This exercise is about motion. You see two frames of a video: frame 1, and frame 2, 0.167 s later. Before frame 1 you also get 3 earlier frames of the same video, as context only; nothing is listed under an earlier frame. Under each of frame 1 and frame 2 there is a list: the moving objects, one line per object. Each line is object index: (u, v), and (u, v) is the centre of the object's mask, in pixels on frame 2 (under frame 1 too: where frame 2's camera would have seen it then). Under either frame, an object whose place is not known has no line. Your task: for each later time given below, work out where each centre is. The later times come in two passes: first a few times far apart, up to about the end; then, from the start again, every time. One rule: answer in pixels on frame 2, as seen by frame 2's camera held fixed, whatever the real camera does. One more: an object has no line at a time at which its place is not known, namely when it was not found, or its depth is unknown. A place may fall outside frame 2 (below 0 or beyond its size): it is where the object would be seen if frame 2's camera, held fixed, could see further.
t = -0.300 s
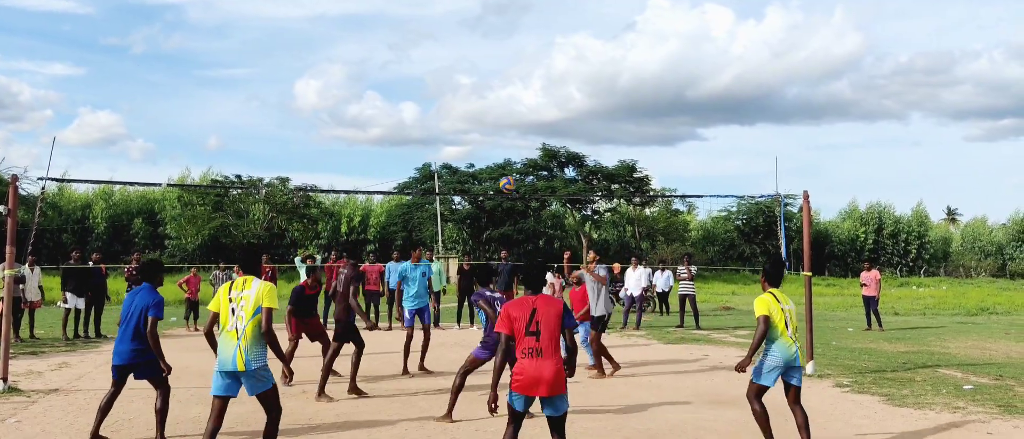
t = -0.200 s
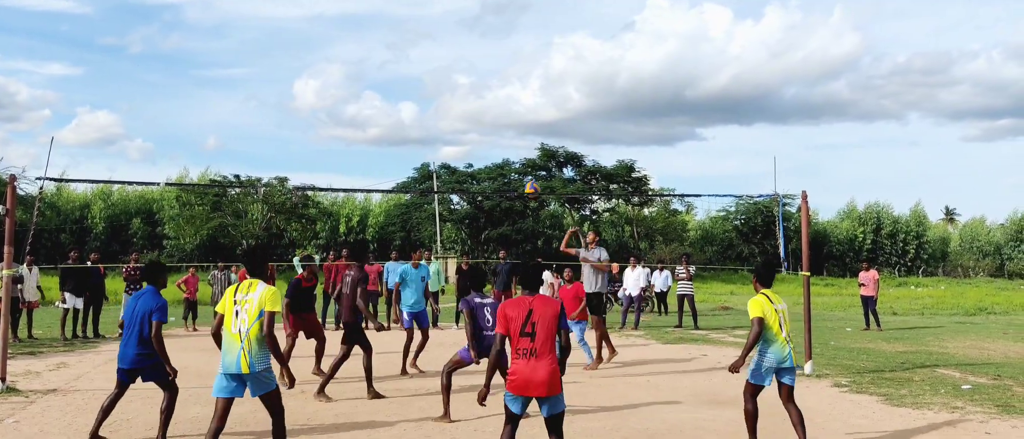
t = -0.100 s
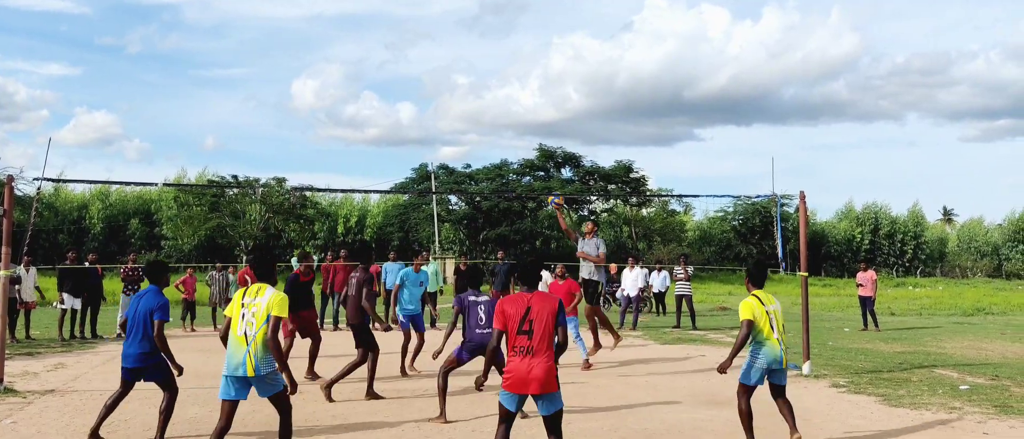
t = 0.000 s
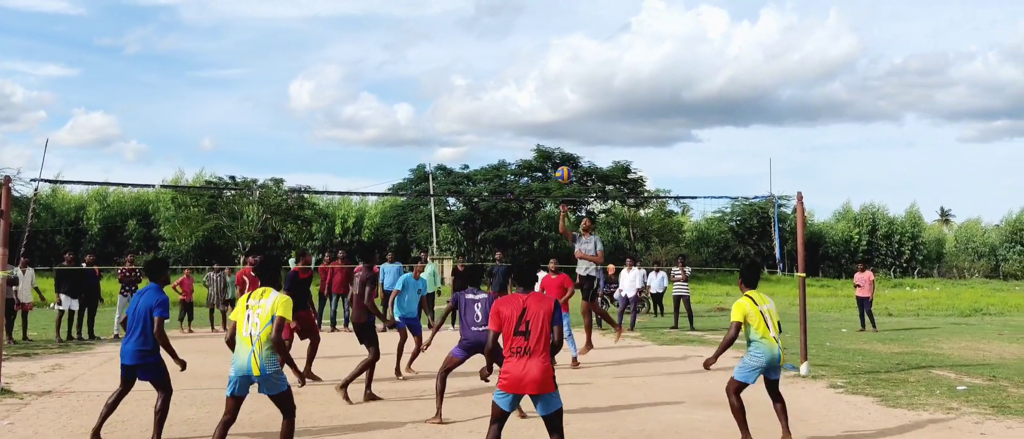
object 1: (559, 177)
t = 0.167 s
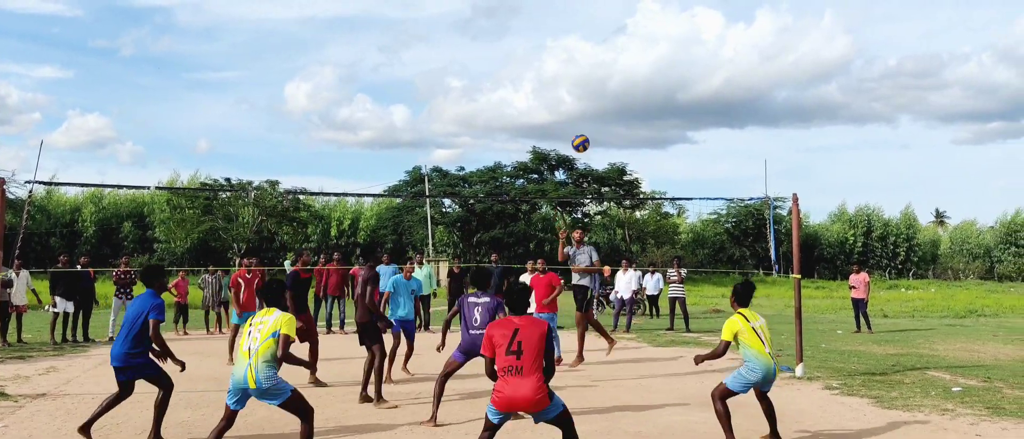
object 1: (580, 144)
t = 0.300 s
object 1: (601, 130)
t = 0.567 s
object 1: (659, 152)
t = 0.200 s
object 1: (585, 139)
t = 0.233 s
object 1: (590, 136)
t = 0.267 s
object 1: (595, 132)
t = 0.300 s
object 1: (601, 130)
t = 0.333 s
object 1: (607, 129)
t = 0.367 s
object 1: (613, 129)
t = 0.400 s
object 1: (620, 129)
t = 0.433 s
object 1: (627, 132)
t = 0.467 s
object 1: (634, 135)
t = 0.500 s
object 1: (642, 139)
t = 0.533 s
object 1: (650, 145)
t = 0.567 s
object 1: (659, 152)
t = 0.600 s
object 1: (669, 160)
